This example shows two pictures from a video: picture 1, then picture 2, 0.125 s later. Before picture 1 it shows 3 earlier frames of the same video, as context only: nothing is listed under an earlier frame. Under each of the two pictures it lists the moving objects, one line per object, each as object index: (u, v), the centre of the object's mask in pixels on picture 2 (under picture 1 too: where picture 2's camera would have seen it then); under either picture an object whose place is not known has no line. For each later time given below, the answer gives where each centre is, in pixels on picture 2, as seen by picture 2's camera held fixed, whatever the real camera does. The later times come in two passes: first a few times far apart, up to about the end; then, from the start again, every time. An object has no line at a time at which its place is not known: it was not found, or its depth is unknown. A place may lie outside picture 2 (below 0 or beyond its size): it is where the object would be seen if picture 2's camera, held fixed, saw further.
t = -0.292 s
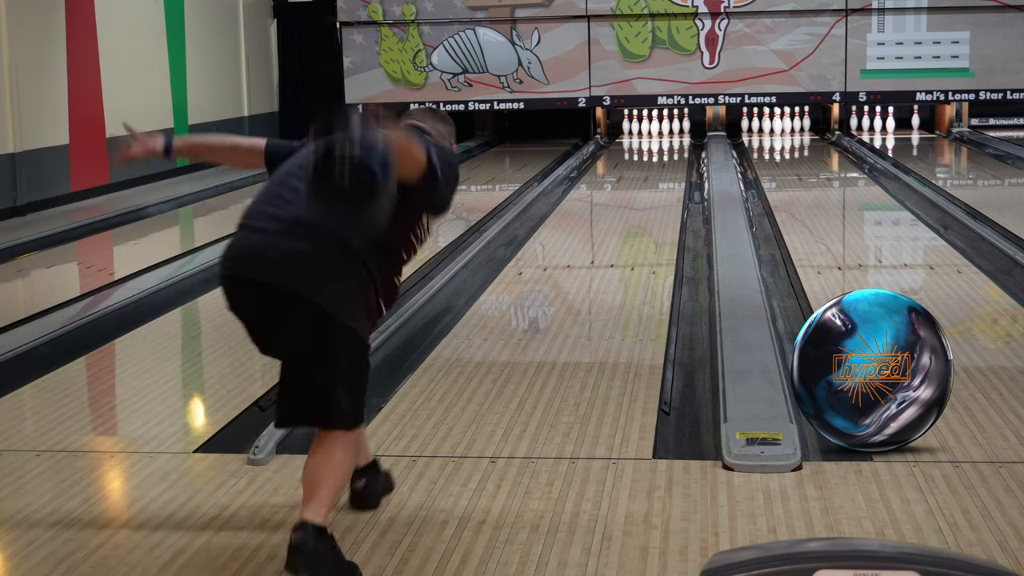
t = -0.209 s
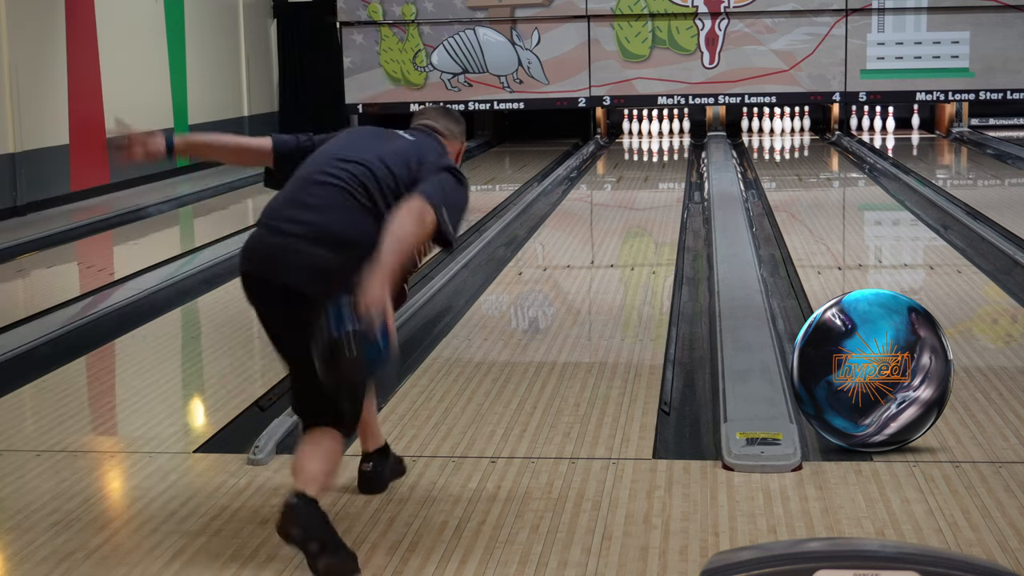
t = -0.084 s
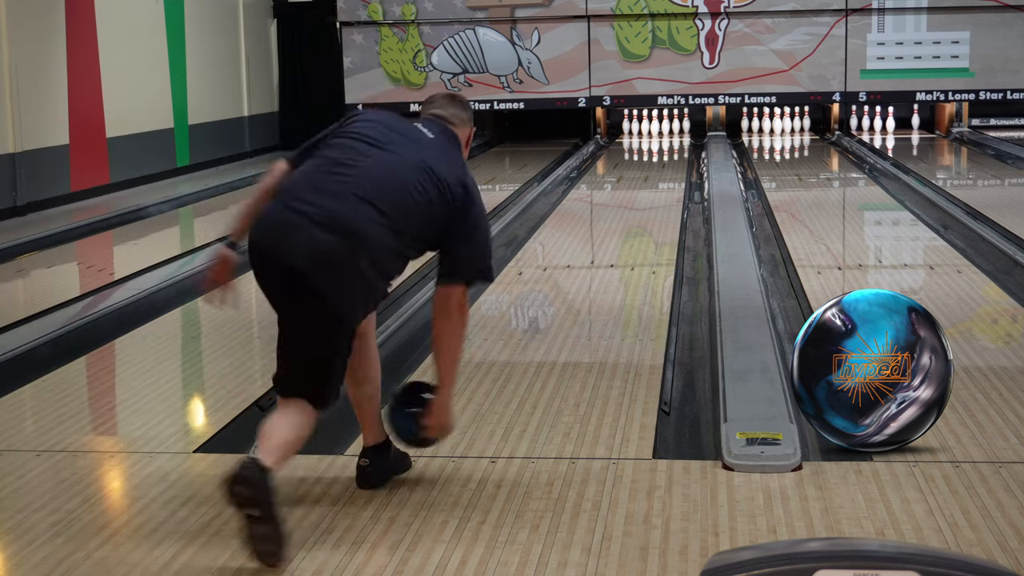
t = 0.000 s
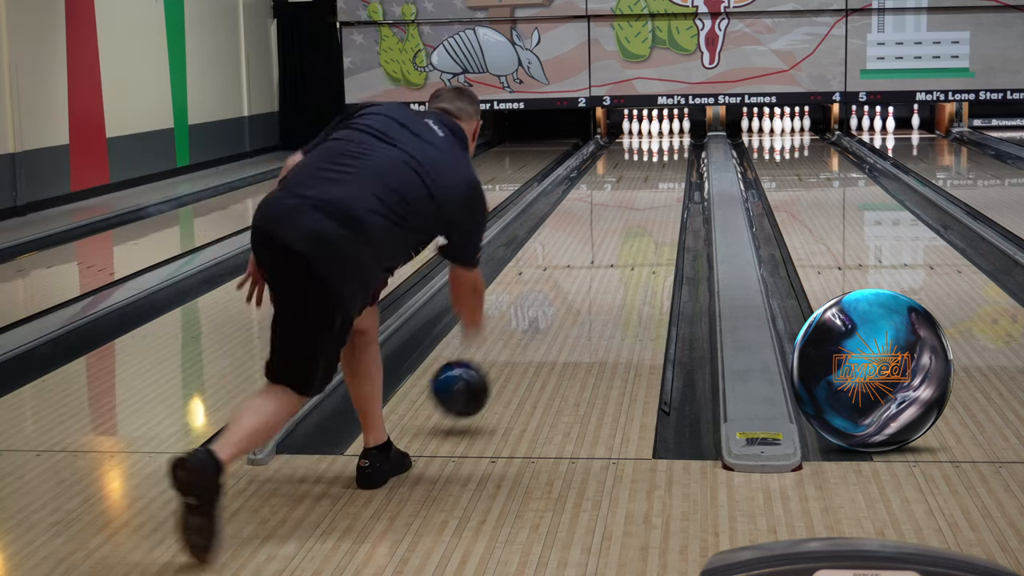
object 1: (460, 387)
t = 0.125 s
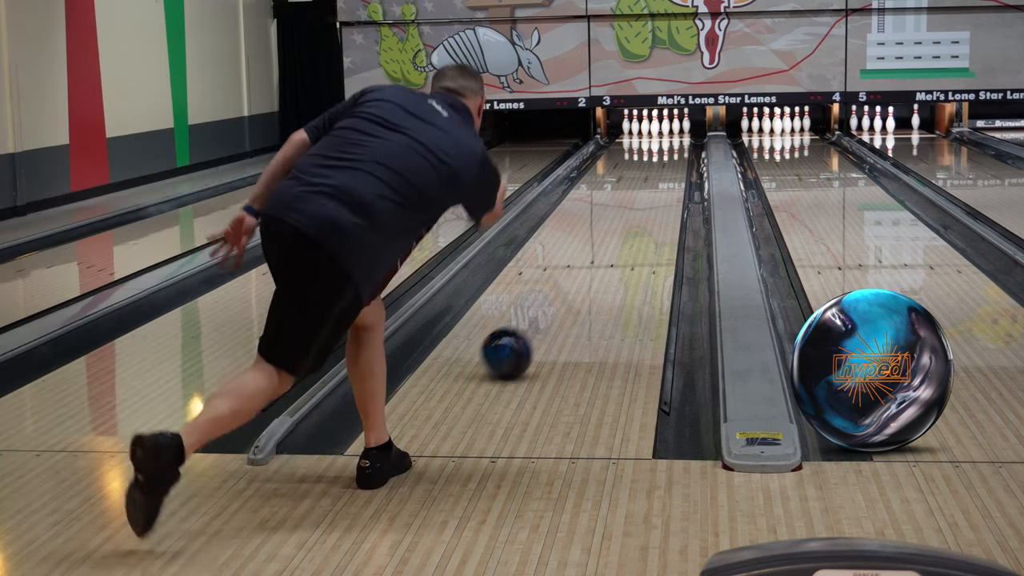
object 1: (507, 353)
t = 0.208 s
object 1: (531, 328)
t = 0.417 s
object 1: (577, 277)
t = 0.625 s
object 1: (609, 241)
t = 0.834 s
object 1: (632, 215)
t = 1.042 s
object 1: (649, 195)
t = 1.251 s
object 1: (662, 178)
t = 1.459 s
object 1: (672, 166)
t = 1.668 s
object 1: (678, 155)
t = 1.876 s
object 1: (680, 147)
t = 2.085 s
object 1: (679, 140)
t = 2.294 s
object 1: (672, 135)
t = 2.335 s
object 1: (670, 134)
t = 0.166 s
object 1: (519, 340)
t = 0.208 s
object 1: (531, 328)
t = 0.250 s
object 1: (542, 316)
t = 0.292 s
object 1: (552, 305)
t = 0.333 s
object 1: (561, 295)
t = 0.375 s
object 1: (569, 286)
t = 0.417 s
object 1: (577, 277)
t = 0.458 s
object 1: (584, 269)
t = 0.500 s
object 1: (591, 261)
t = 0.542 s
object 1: (597, 254)
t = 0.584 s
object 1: (603, 247)
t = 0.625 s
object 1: (609, 241)
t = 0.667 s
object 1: (614, 235)
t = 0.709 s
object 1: (619, 229)
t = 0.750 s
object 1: (623, 224)
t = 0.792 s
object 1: (628, 219)
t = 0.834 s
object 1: (632, 215)
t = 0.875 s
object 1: (636, 210)
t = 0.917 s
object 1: (639, 206)
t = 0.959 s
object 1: (643, 202)
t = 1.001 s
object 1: (646, 198)
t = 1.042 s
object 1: (649, 195)
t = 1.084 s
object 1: (652, 191)
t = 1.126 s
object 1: (655, 188)
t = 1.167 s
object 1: (658, 184)
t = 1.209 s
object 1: (660, 181)
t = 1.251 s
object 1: (662, 178)
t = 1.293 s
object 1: (665, 175)
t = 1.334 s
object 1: (666, 173)
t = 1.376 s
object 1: (668, 170)
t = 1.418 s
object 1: (670, 168)
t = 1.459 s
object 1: (672, 166)
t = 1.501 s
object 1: (673, 163)
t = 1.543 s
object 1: (674, 161)
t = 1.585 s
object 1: (676, 159)
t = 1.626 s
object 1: (677, 157)
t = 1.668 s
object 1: (678, 155)
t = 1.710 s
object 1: (678, 154)
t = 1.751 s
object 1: (679, 152)
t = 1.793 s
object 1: (680, 150)
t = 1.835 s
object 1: (680, 149)
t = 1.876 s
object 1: (680, 147)
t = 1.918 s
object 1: (680, 146)
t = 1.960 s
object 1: (680, 144)
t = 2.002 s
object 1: (680, 143)
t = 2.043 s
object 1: (679, 142)
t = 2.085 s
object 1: (679, 140)
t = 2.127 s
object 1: (678, 139)
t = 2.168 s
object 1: (676, 137)
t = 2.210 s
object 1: (675, 137)
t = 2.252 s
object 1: (673, 136)
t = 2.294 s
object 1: (672, 135)
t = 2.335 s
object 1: (670, 134)
